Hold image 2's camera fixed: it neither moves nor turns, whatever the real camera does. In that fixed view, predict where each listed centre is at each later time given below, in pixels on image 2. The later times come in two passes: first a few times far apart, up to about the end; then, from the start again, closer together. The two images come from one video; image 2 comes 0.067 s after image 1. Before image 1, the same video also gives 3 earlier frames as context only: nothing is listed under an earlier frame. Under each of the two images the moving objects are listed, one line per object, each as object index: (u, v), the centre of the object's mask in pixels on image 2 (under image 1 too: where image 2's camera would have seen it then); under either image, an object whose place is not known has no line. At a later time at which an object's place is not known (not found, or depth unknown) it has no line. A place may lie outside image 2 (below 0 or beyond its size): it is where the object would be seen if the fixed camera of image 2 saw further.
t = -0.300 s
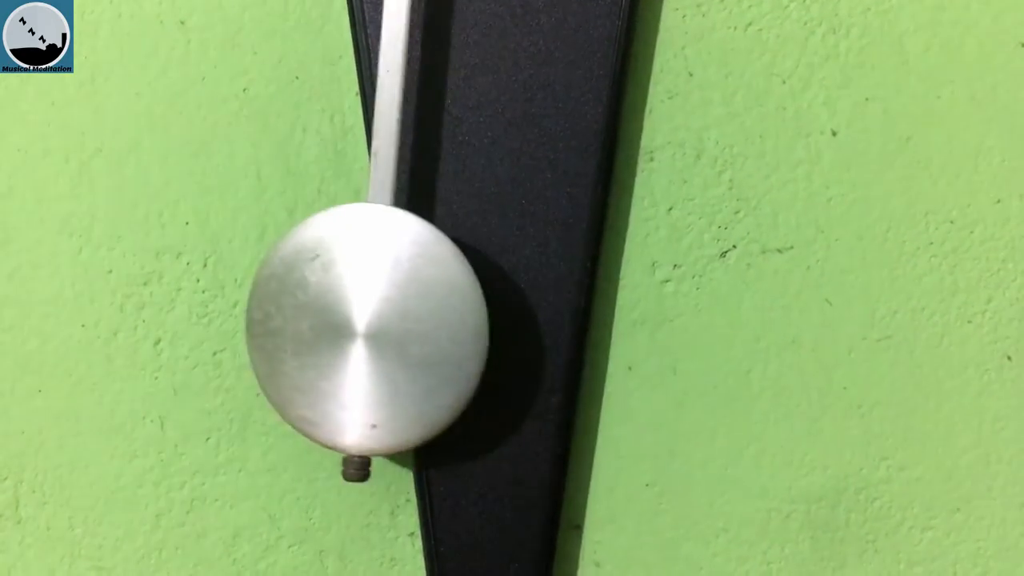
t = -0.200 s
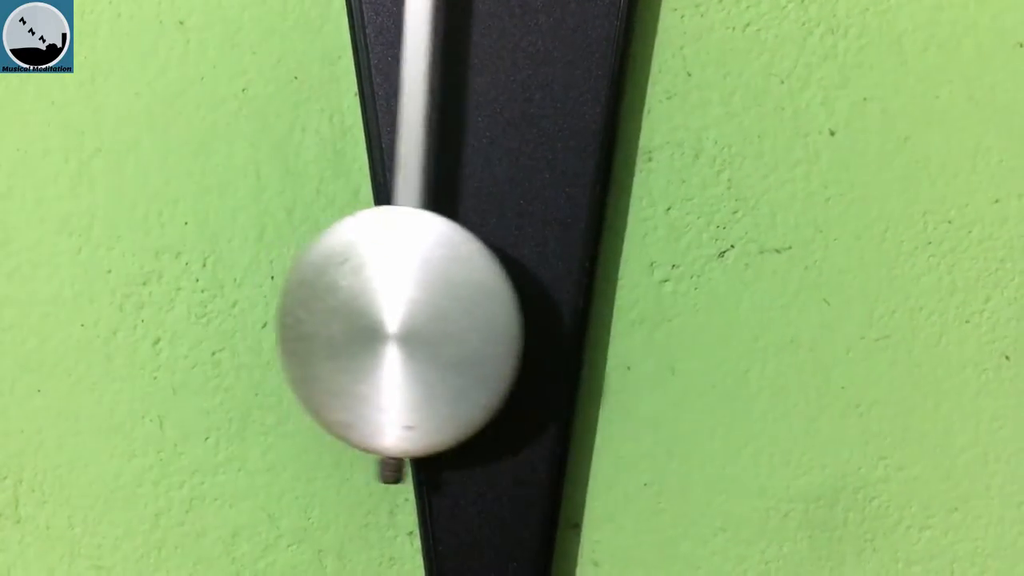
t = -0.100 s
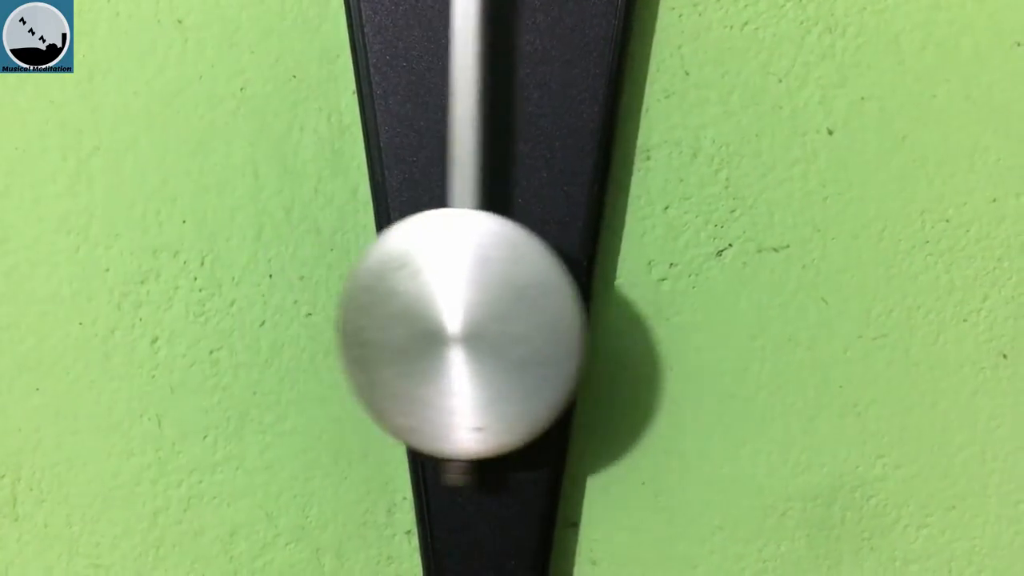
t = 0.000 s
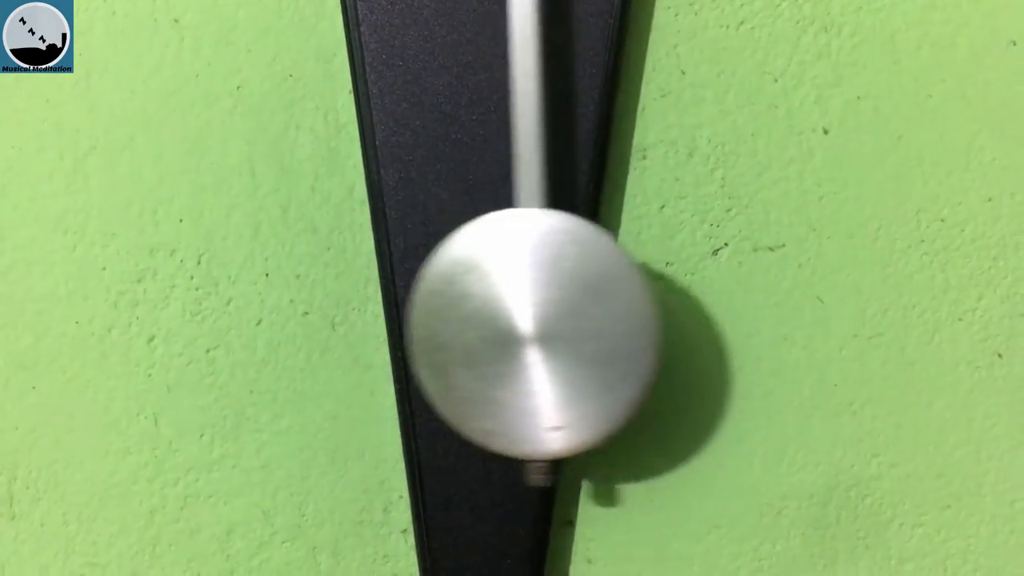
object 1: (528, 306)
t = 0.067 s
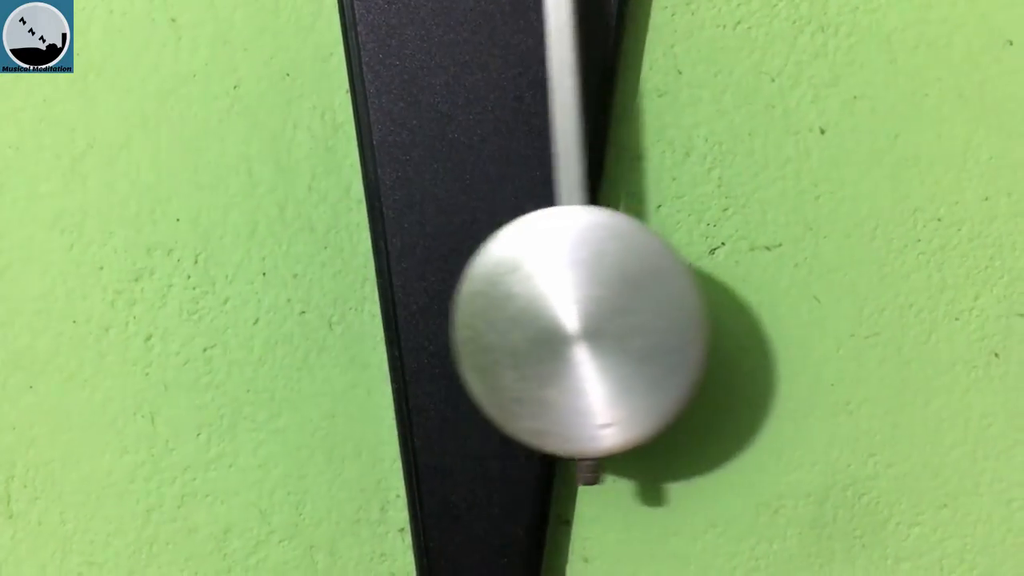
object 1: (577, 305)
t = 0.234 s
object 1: (646, 307)
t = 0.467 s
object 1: (560, 306)
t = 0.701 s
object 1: (395, 303)
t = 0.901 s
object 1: (359, 306)
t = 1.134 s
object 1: (497, 307)
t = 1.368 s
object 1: (637, 305)
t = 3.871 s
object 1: (624, 306)
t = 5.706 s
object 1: (419, 307)
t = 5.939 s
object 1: (568, 304)
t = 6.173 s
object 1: (626, 305)
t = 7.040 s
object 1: (517, 308)
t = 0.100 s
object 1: (597, 306)
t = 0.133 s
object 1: (616, 306)
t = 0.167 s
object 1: (630, 306)
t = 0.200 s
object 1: (641, 307)
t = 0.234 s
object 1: (646, 307)
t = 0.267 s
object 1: (647, 307)
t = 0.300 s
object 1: (643, 307)
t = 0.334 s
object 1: (634, 307)
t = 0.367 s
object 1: (620, 307)
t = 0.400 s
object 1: (603, 306)
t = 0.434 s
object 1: (583, 305)
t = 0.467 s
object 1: (560, 306)
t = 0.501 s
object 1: (535, 306)
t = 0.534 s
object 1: (510, 304)
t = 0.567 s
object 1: (485, 304)
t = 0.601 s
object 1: (461, 305)
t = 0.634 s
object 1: (437, 304)
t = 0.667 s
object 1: (415, 302)
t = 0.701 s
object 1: (395, 303)
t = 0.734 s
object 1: (378, 304)
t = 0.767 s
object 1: (365, 305)
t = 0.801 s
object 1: (356, 305)
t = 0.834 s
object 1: (352, 306)
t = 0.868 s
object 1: (353, 305)
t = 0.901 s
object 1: (359, 306)
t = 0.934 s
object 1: (369, 306)
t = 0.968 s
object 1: (383, 307)
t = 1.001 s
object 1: (402, 307)
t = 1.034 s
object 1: (423, 307)
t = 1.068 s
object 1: (447, 307)
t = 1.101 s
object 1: (472, 308)
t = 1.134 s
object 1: (497, 307)
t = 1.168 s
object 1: (522, 309)
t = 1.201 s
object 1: (548, 306)
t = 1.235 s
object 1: (571, 306)
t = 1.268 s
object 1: (593, 306)
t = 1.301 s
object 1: (612, 305)
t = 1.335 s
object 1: (627, 305)
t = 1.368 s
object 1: (637, 305)
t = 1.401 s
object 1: (643, 305)
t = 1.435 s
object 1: (645, 305)
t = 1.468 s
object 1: (641, 305)
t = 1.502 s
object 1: (633, 305)
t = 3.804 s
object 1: (640, 306)
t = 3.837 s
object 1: (634, 306)
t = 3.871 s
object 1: (624, 306)
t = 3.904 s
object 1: (609, 306)
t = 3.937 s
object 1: (592, 306)
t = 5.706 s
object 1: (419, 307)
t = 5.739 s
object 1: (439, 307)
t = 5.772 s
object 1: (460, 304)
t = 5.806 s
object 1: (481, 304)
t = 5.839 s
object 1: (504, 304)
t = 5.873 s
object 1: (526, 305)
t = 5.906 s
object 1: (547, 305)
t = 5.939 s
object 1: (568, 304)
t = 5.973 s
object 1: (586, 305)
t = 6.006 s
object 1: (601, 305)
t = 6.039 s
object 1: (614, 304)
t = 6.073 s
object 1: (623, 305)
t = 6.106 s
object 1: (628, 305)
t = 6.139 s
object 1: (629, 305)
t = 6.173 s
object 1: (626, 305)
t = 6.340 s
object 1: (556, 307)
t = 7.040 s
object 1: (517, 308)
